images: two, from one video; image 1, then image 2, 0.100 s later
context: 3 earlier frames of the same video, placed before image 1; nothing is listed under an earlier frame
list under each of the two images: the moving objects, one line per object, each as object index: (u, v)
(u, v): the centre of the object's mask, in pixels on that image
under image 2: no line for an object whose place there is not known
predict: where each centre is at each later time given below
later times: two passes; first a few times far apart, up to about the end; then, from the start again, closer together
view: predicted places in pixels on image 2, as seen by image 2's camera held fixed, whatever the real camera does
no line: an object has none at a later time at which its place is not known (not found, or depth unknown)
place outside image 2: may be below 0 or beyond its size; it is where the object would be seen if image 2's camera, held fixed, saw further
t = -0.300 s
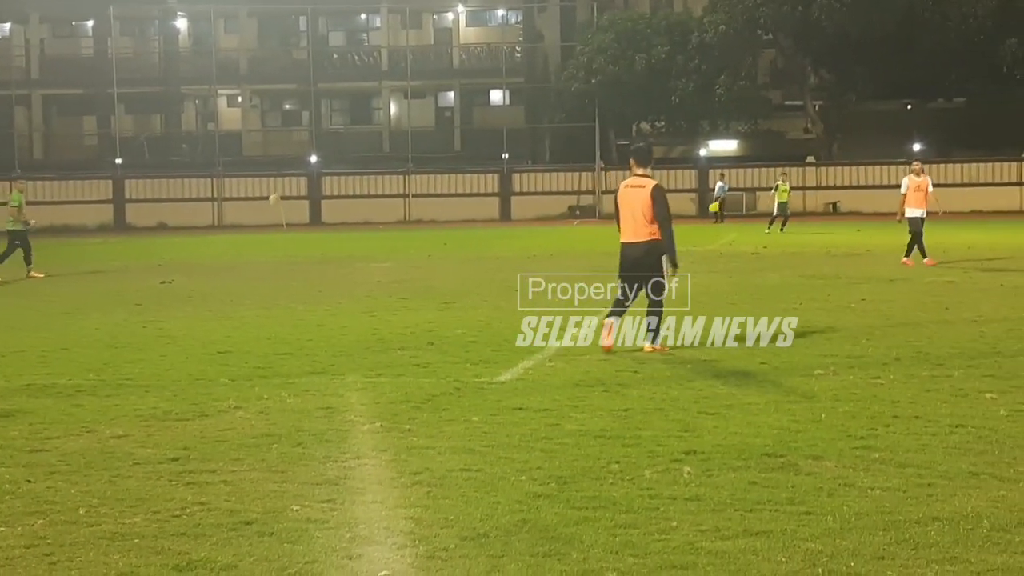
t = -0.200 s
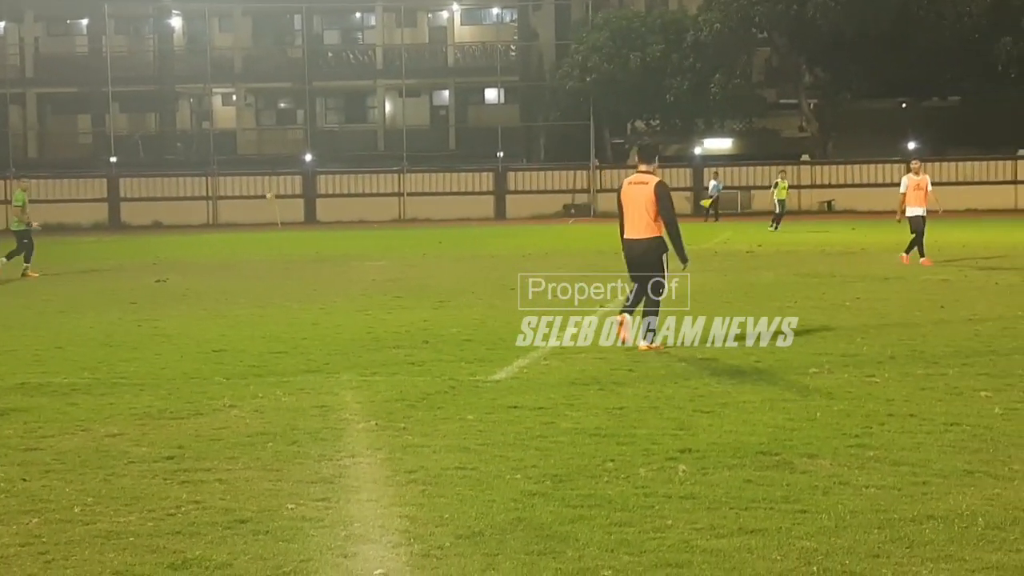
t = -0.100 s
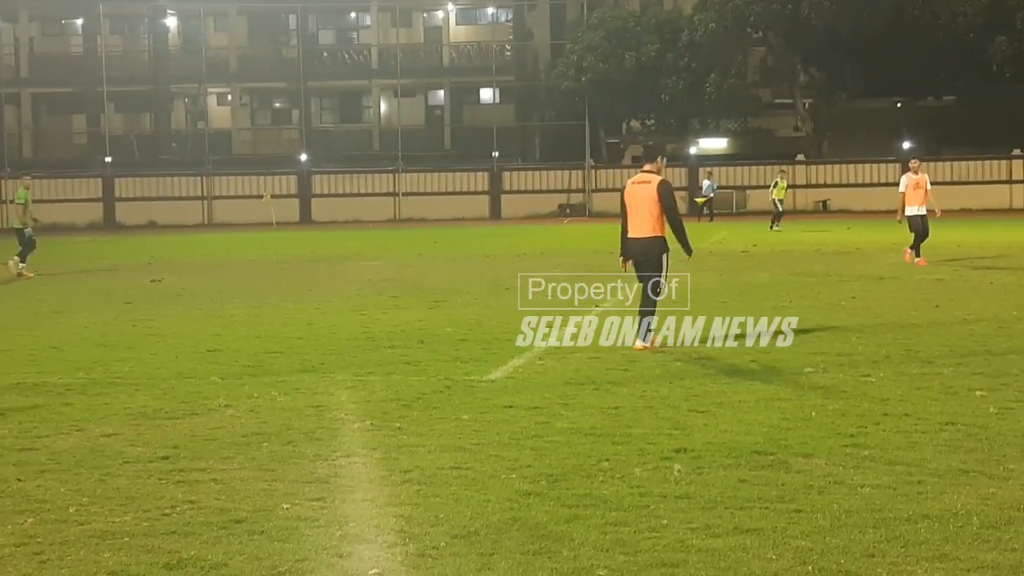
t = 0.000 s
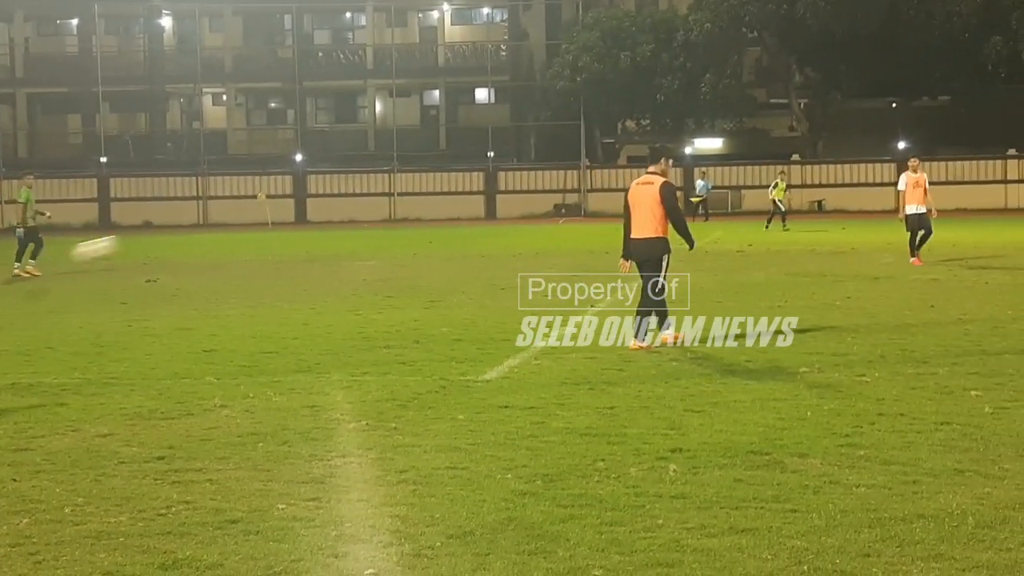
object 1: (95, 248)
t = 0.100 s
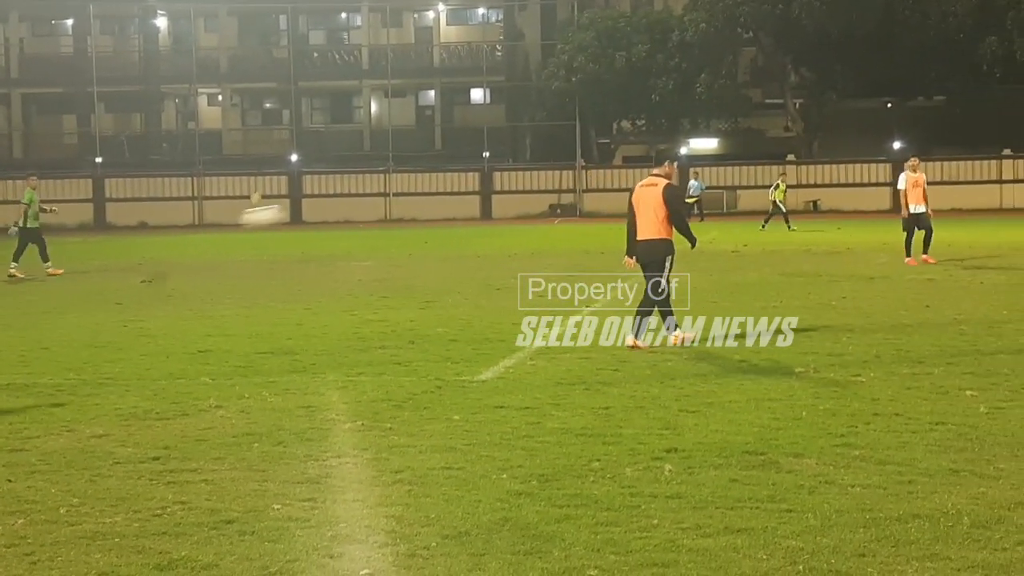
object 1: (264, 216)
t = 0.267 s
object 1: (528, 190)
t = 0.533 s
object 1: (899, 220)
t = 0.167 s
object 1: (370, 203)
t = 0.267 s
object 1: (528, 190)
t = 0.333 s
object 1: (626, 189)
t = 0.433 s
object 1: (765, 200)
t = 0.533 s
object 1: (899, 220)
